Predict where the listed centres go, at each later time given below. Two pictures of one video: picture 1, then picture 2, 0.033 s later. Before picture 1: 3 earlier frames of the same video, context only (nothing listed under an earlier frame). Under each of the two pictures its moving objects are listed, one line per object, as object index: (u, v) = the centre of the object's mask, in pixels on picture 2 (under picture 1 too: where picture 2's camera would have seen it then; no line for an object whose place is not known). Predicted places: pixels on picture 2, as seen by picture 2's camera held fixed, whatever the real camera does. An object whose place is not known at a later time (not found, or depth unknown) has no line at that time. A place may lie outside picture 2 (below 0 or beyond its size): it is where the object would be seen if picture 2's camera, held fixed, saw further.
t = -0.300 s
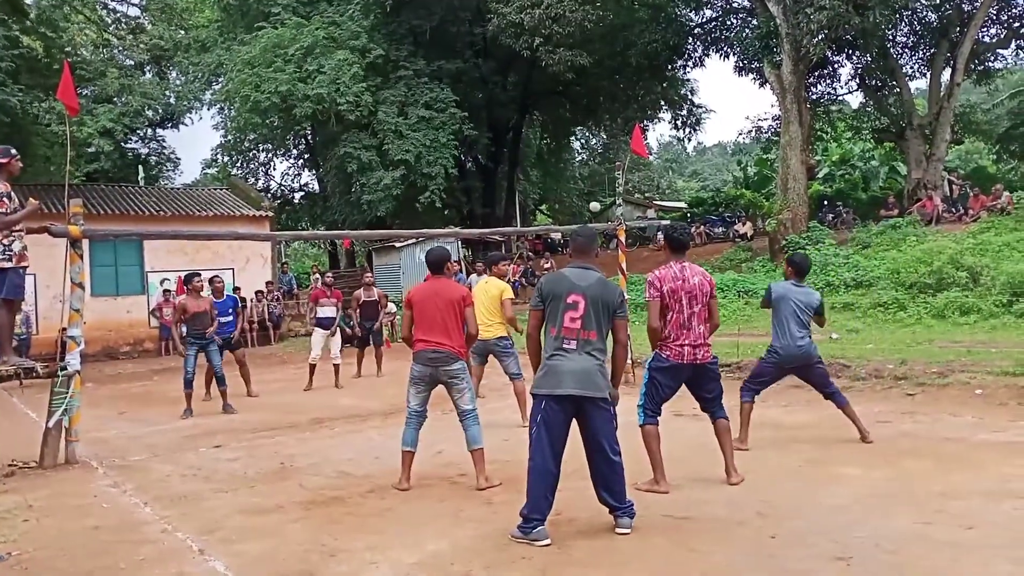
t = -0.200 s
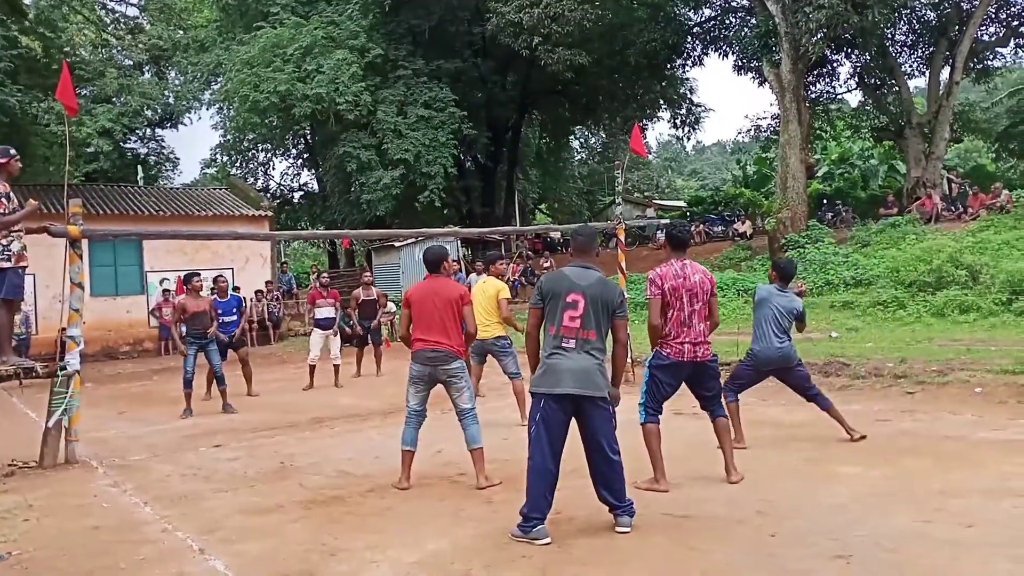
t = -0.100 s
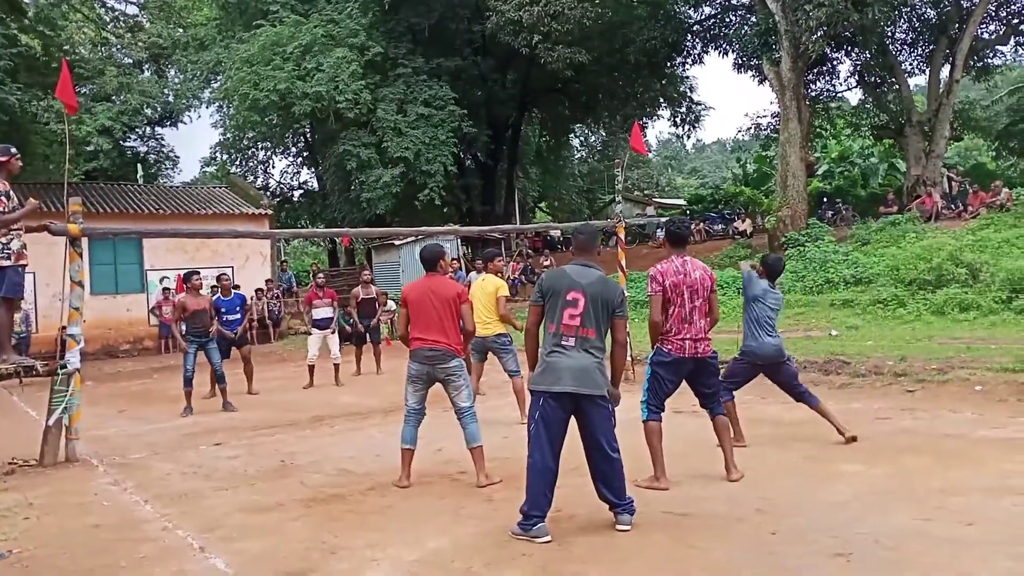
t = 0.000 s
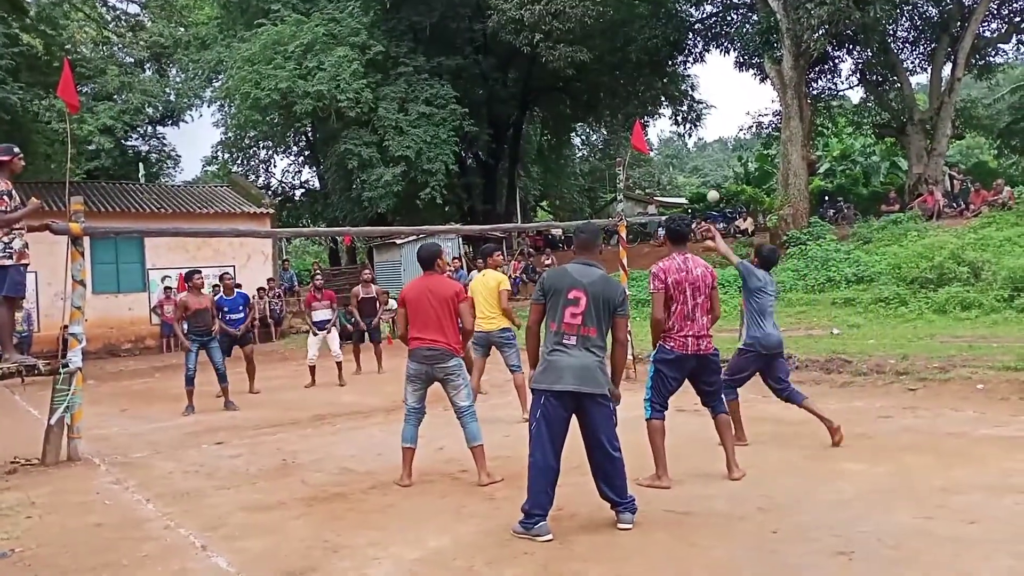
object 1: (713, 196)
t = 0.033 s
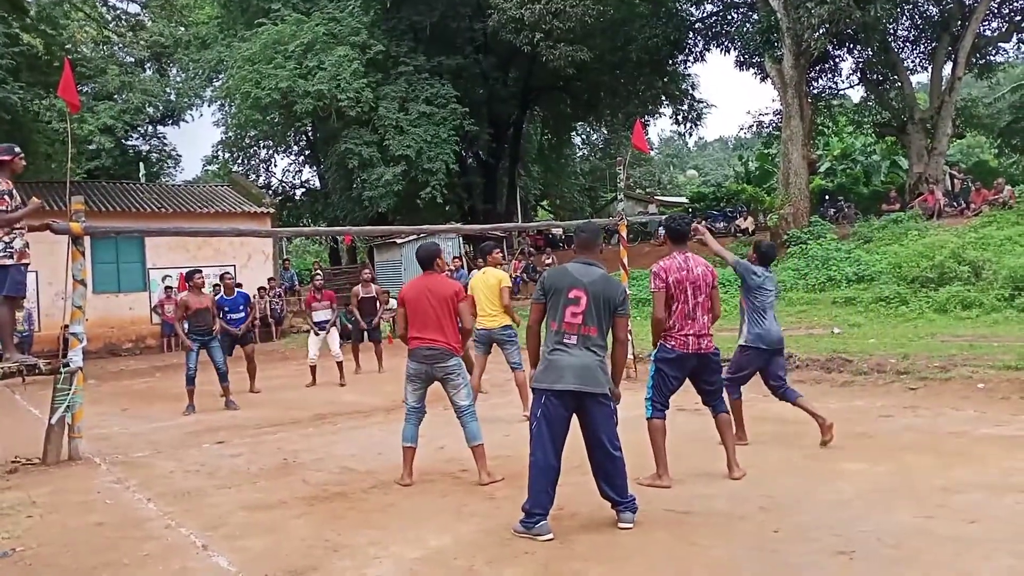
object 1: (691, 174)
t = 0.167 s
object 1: (614, 112)
